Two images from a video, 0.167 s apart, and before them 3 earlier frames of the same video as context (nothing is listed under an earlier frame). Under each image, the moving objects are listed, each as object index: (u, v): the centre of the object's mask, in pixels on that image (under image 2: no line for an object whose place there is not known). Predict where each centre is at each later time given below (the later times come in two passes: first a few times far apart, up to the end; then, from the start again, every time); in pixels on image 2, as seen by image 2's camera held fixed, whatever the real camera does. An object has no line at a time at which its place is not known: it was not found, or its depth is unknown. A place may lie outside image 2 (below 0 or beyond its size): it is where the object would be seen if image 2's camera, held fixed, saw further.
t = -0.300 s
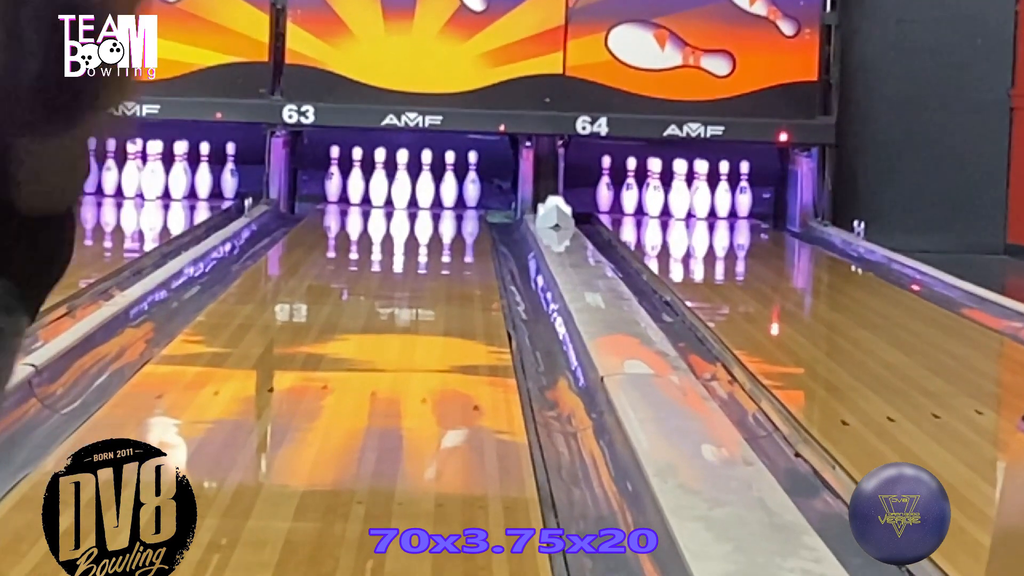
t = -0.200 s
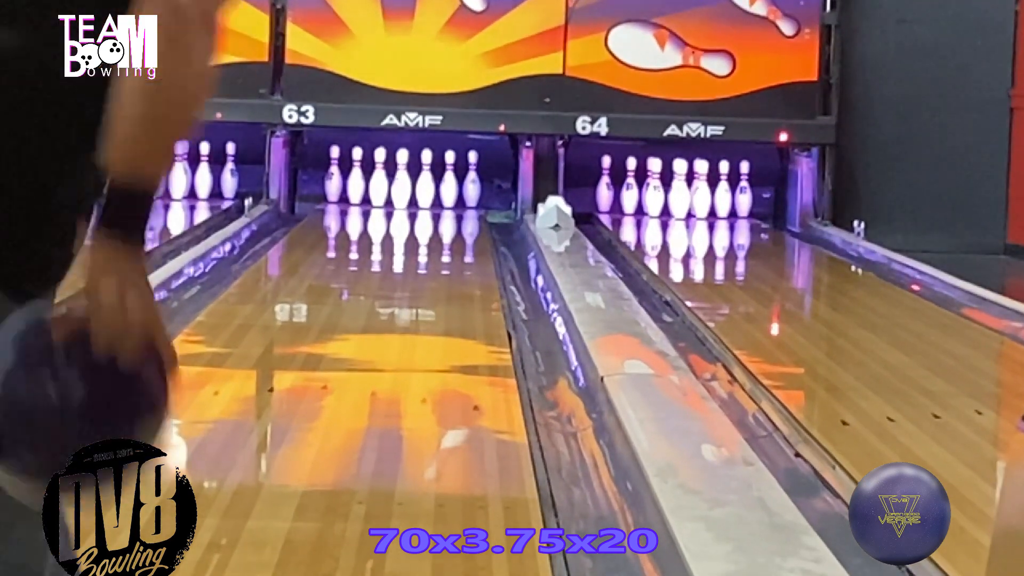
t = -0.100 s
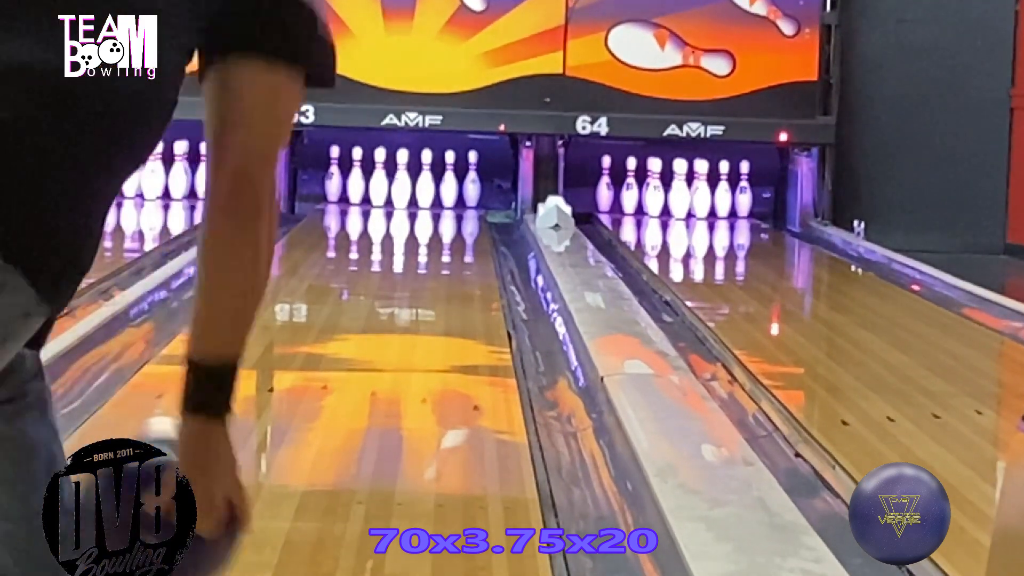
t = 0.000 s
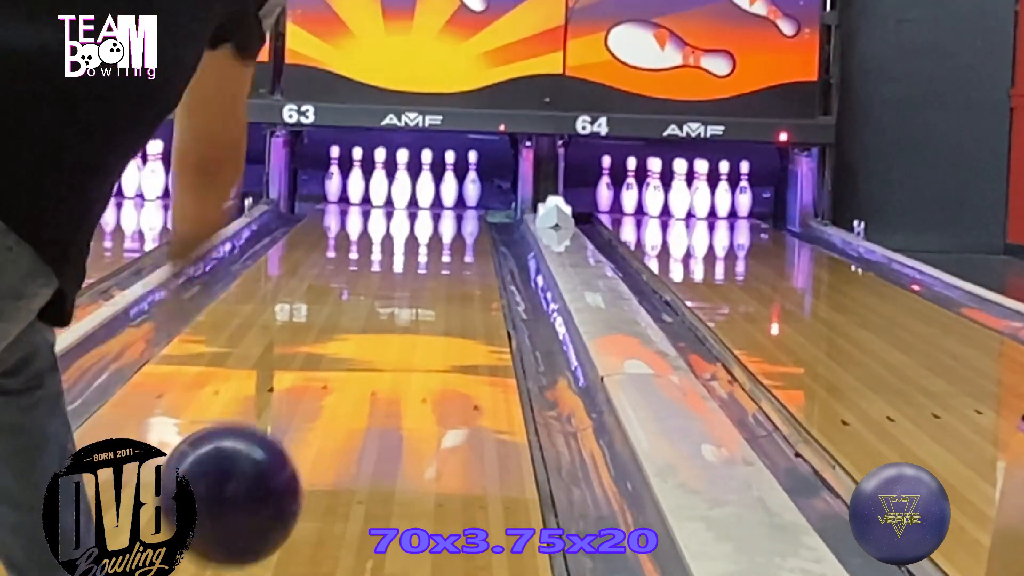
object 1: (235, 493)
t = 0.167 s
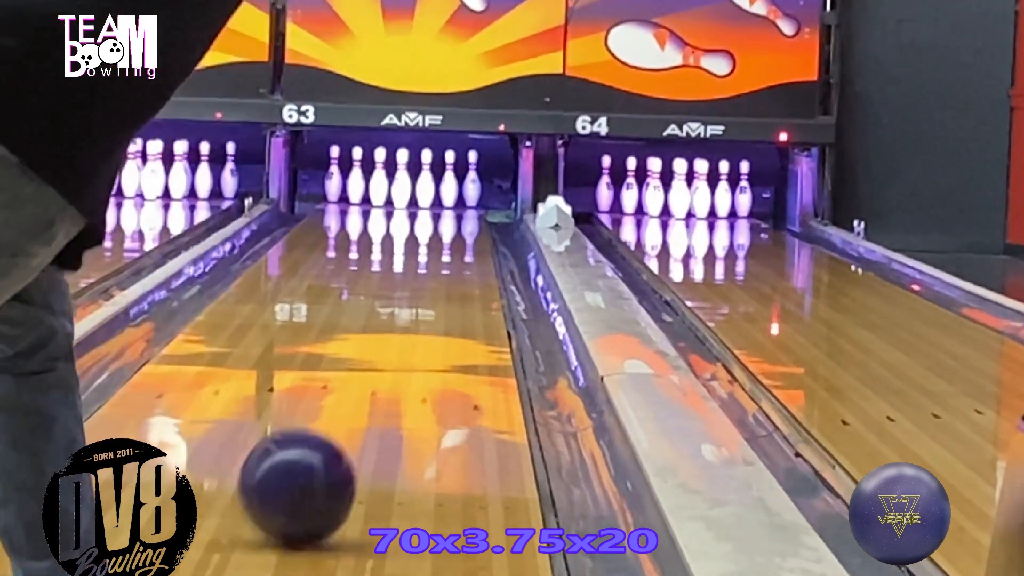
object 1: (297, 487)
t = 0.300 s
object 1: (336, 433)
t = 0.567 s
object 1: (388, 358)
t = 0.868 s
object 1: (423, 306)
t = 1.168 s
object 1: (445, 271)
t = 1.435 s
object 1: (456, 247)
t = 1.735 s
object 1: (459, 229)
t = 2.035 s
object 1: (449, 214)
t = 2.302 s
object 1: (427, 203)
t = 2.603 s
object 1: (406, 193)
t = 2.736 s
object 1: (393, 190)
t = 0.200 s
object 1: (308, 468)
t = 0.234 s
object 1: (318, 457)
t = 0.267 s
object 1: (327, 445)
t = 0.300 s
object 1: (336, 433)
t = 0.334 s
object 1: (344, 421)
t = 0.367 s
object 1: (352, 411)
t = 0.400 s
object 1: (359, 401)
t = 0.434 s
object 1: (365, 391)
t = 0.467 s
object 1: (372, 382)
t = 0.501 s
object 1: (377, 374)
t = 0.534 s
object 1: (383, 366)
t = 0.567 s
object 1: (388, 358)
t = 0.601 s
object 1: (393, 351)
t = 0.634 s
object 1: (398, 345)
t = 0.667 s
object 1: (402, 338)
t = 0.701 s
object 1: (406, 333)
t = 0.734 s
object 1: (410, 328)
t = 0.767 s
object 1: (414, 322)
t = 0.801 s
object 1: (417, 317)
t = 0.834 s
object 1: (420, 311)
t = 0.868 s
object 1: (423, 306)
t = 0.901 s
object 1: (426, 302)
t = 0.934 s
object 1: (429, 297)
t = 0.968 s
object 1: (432, 293)
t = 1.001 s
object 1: (435, 289)
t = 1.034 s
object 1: (437, 286)
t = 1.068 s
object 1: (440, 282)
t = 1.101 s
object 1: (442, 278)
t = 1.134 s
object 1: (444, 275)
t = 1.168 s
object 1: (445, 271)
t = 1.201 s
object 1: (447, 268)
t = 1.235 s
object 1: (449, 265)
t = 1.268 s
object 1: (450, 261)
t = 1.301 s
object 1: (451, 258)
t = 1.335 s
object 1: (453, 255)
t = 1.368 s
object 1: (454, 252)
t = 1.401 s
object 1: (455, 250)
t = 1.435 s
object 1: (456, 247)
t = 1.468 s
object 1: (458, 245)
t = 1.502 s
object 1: (458, 243)
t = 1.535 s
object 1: (458, 240)
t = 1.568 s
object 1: (459, 238)
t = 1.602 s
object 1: (459, 236)
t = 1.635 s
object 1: (460, 234)
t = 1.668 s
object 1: (460, 232)
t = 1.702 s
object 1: (459, 230)
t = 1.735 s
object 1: (459, 229)
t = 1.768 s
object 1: (459, 227)
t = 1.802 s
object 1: (458, 225)
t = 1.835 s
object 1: (457, 223)
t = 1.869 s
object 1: (456, 222)
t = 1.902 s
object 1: (455, 220)
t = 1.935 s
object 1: (453, 218)
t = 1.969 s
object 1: (452, 216)
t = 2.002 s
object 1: (450, 215)
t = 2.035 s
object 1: (449, 214)
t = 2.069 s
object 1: (446, 212)
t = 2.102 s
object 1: (445, 210)
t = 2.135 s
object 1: (442, 209)
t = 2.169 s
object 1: (439, 208)
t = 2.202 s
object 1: (436, 206)
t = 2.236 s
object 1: (433, 205)
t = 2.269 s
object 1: (429, 204)
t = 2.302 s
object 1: (427, 203)
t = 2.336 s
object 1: (424, 202)
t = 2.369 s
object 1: (422, 200)
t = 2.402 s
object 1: (419, 199)
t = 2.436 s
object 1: (416, 198)
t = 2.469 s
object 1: (414, 197)
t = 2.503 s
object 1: (411, 195)
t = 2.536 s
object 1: (407, 194)
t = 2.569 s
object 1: (407, 193)
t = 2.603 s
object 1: (406, 193)
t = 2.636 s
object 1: (406, 193)
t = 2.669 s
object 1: (402, 192)
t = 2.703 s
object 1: (400, 192)
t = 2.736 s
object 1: (393, 190)
